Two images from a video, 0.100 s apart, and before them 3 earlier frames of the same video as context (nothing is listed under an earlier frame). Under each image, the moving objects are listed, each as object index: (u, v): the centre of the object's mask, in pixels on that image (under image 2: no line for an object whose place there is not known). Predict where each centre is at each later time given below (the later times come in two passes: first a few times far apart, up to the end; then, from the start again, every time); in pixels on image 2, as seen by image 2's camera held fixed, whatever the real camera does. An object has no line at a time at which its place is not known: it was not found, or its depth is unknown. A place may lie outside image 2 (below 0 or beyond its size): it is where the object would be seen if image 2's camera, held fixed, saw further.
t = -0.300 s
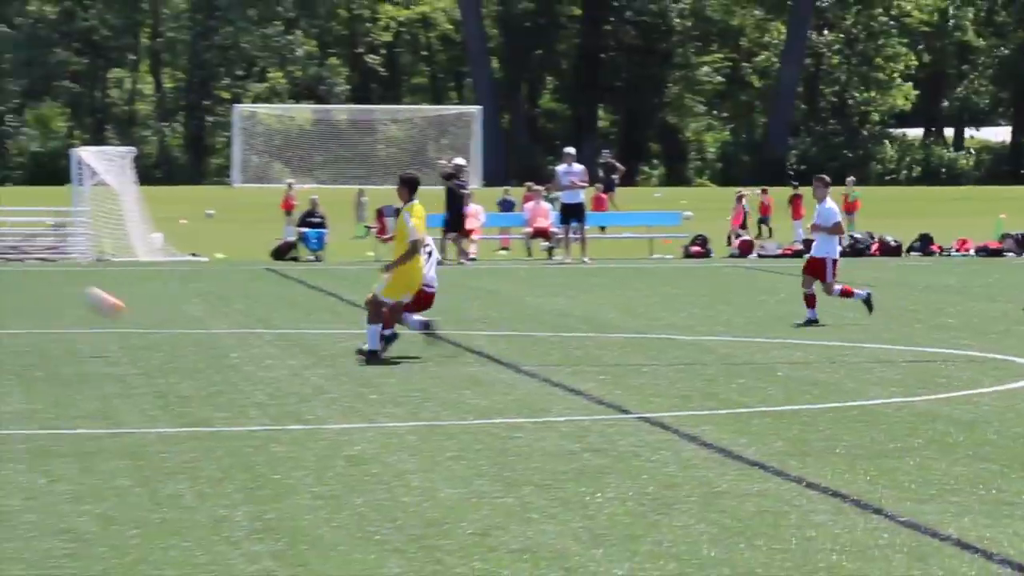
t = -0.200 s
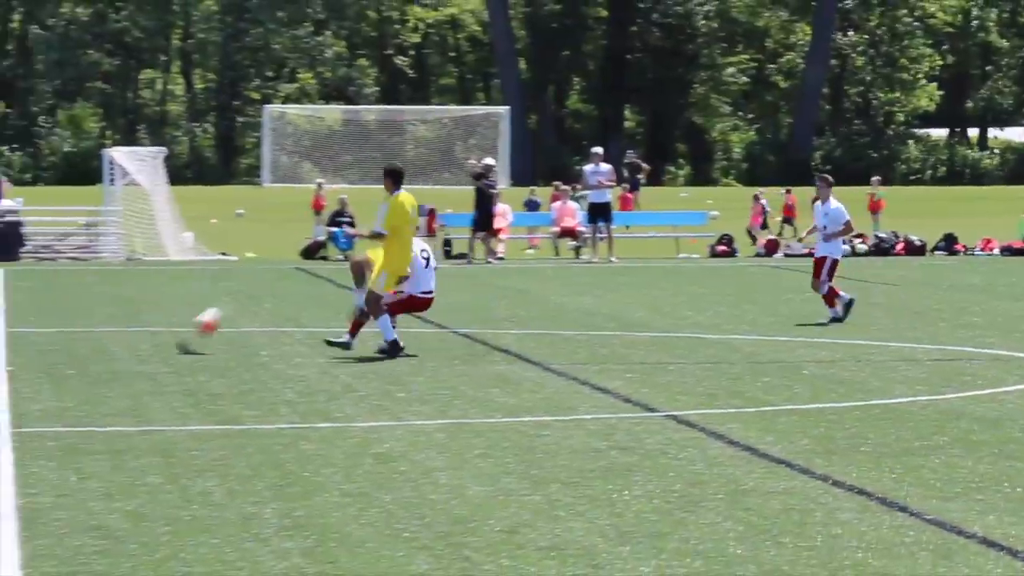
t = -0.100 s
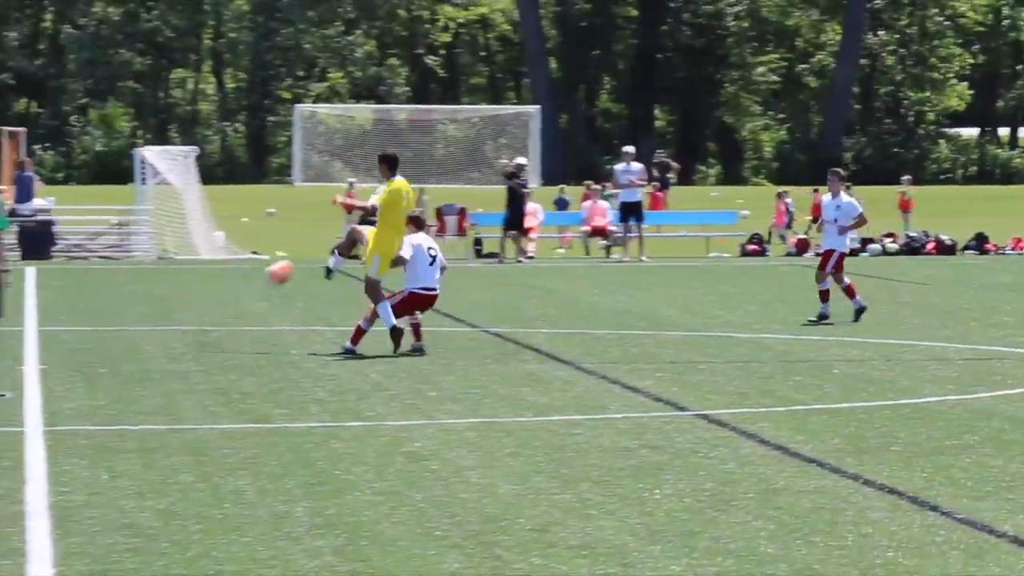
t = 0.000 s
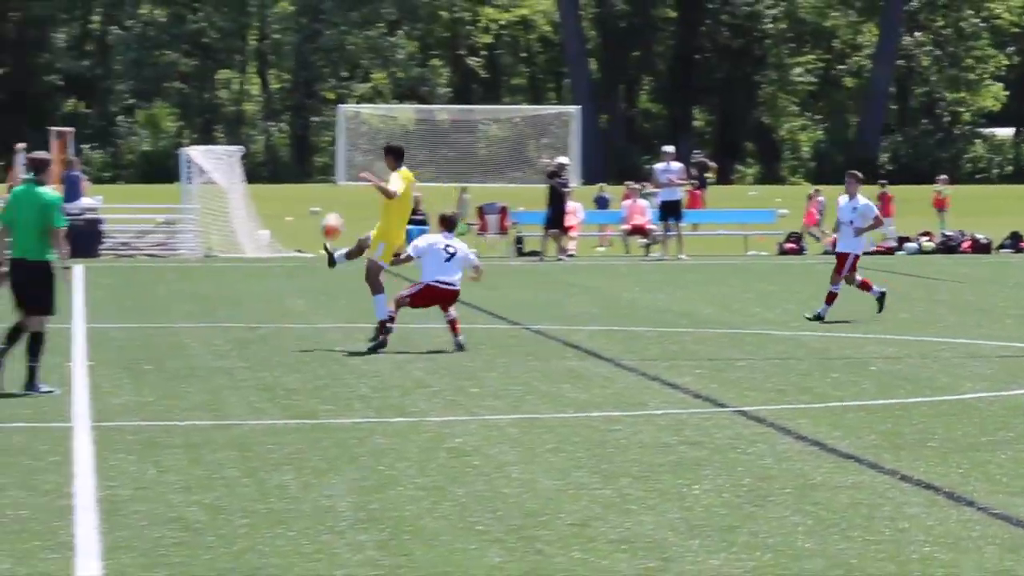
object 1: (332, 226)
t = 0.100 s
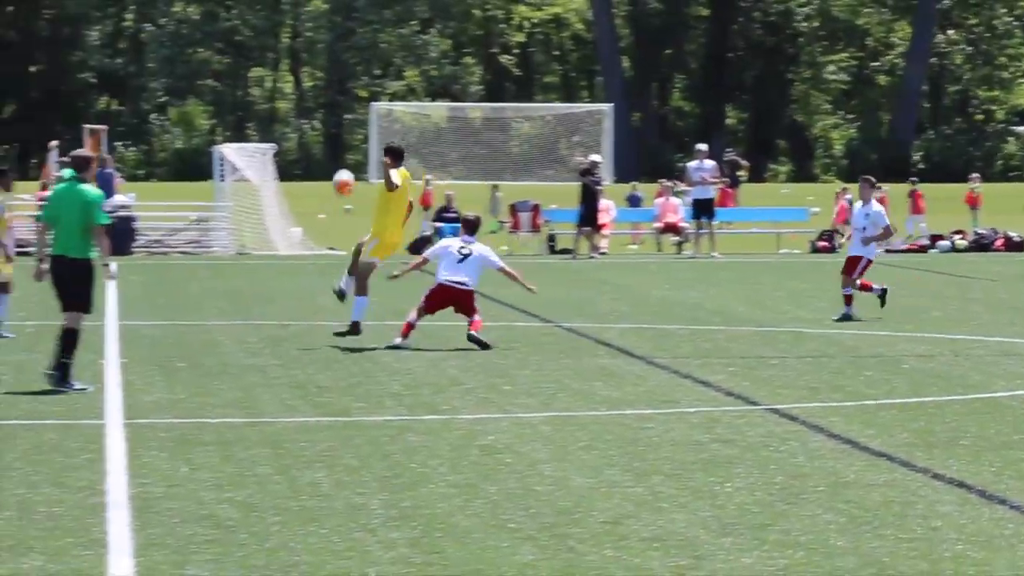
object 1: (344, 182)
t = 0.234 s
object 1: (316, 143)
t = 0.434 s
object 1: (279, 118)
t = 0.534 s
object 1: (260, 121)
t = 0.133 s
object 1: (336, 170)
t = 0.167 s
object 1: (329, 160)
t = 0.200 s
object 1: (323, 150)
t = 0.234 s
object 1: (316, 143)
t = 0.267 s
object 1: (310, 135)
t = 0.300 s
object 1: (304, 129)
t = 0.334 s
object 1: (298, 125)
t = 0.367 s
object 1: (291, 121)
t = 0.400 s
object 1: (285, 119)
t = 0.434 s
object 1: (279, 118)
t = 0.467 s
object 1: (272, 116)
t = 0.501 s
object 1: (267, 118)
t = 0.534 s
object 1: (260, 121)
